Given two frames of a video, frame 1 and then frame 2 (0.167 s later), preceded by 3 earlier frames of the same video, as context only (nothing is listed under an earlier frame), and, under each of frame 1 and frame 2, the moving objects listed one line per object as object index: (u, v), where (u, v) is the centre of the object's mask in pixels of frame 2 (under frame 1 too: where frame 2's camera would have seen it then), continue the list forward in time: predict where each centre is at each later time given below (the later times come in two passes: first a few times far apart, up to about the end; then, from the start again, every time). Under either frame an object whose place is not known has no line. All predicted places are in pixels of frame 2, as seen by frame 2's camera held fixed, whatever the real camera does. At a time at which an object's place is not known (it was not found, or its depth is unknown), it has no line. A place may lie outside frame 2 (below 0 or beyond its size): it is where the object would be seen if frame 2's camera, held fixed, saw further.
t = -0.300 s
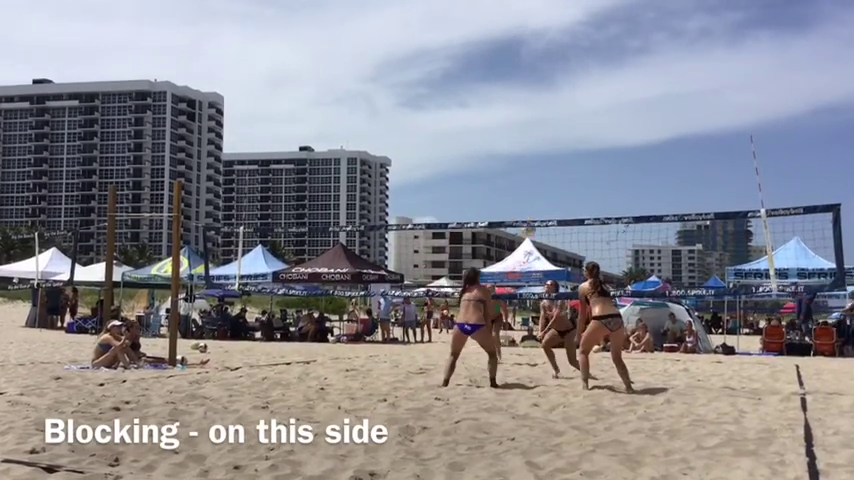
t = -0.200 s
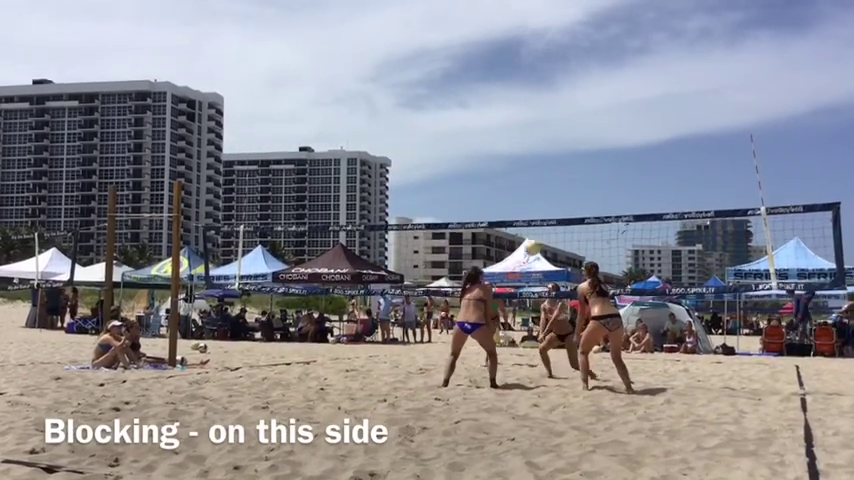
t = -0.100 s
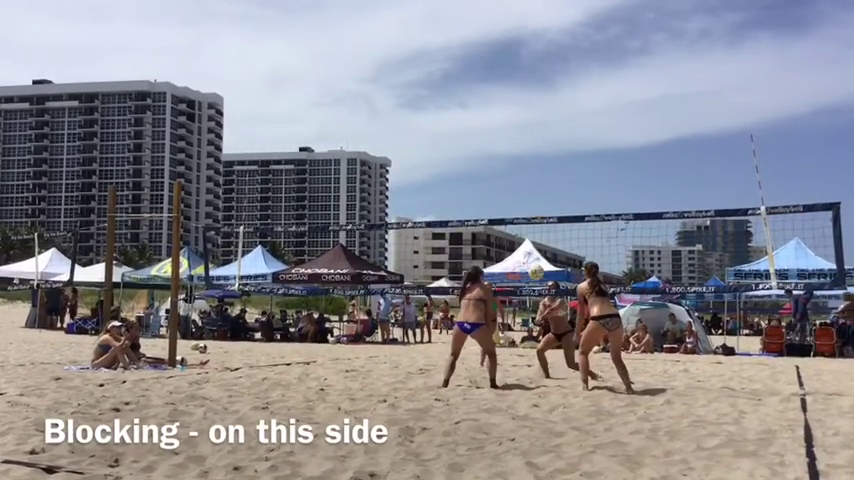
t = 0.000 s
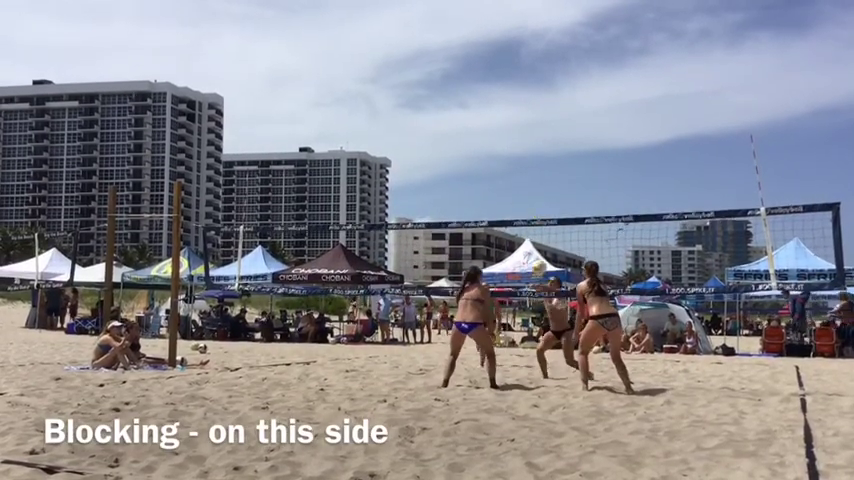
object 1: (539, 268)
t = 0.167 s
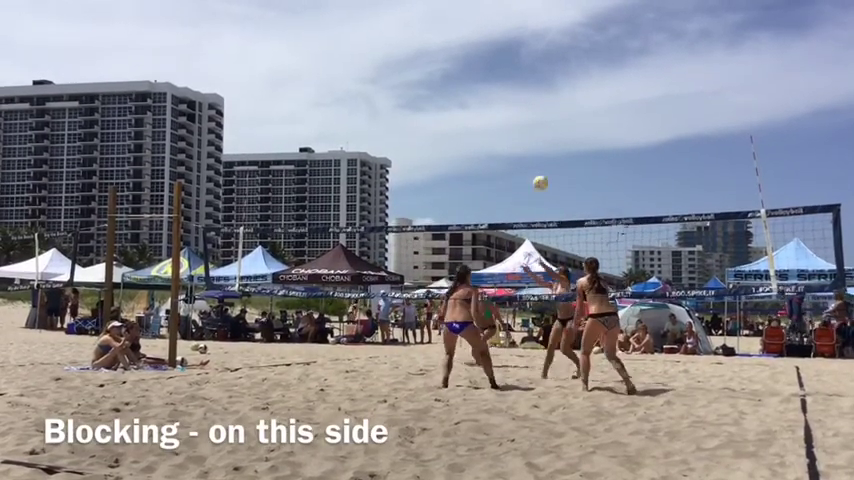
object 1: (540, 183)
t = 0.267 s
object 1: (540, 144)
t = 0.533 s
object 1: (537, 76)
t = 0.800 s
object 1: (531, 60)
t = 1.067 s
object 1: (524, 86)
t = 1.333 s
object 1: (515, 150)
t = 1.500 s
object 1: (508, 206)
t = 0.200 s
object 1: (540, 169)
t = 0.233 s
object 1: (540, 156)
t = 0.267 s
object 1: (540, 144)
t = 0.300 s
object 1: (540, 133)
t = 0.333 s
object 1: (540, 122)
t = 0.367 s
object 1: (539, 112)
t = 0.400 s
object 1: (539, 104)
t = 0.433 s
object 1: (538, 95)
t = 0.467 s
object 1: (537, 88)
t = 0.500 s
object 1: (537, 82)
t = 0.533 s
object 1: (537, 76)
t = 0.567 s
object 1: (536, 72)
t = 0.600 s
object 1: (535, 68)
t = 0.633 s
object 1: (535, 65)
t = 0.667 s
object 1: (534, 62)
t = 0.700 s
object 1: (534, 61)
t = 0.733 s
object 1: (533, 60)
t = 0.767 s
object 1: (532, 60)
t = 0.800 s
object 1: (531, 60)
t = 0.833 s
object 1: (530, 61)
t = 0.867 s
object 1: (530, 62)
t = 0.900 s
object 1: (529, 65)
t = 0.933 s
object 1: (528, 68)
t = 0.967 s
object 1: (527, 72)
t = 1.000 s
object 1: (526, 76)
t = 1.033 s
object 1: (525, 80)
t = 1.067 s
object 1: (524, 86)
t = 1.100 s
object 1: (523, 92)
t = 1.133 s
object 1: (522, 99)
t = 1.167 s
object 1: (521, 106)
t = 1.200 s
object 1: (519, 114)
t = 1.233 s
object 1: (519, 122)
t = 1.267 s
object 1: (518, 131)
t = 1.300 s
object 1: (516, 140)
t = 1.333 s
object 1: (515, 150)
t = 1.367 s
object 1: (513, 160)
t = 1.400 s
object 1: (512, 171)
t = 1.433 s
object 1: (511, 183)
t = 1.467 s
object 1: (510, 195)
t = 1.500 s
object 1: (508, 206)
